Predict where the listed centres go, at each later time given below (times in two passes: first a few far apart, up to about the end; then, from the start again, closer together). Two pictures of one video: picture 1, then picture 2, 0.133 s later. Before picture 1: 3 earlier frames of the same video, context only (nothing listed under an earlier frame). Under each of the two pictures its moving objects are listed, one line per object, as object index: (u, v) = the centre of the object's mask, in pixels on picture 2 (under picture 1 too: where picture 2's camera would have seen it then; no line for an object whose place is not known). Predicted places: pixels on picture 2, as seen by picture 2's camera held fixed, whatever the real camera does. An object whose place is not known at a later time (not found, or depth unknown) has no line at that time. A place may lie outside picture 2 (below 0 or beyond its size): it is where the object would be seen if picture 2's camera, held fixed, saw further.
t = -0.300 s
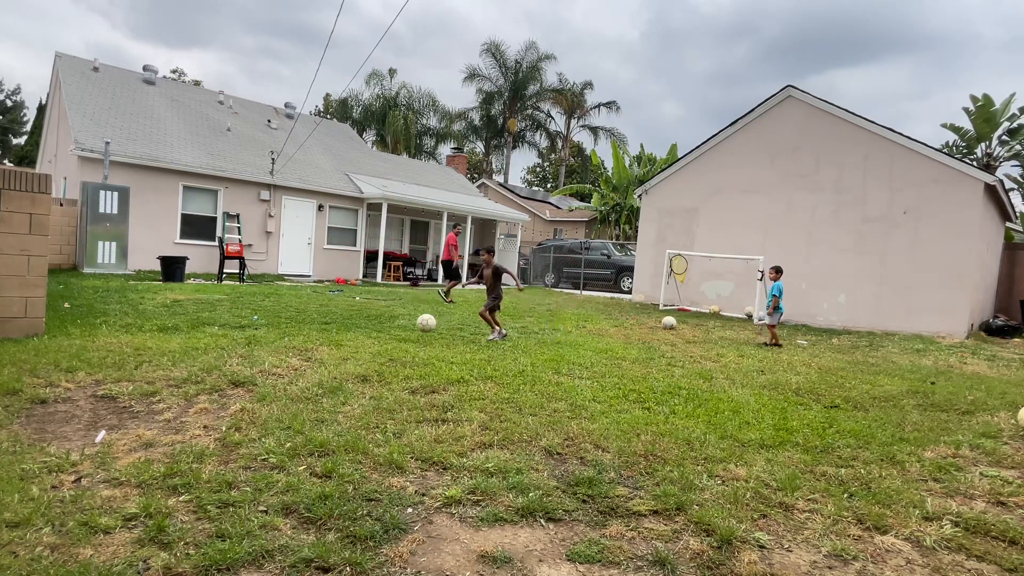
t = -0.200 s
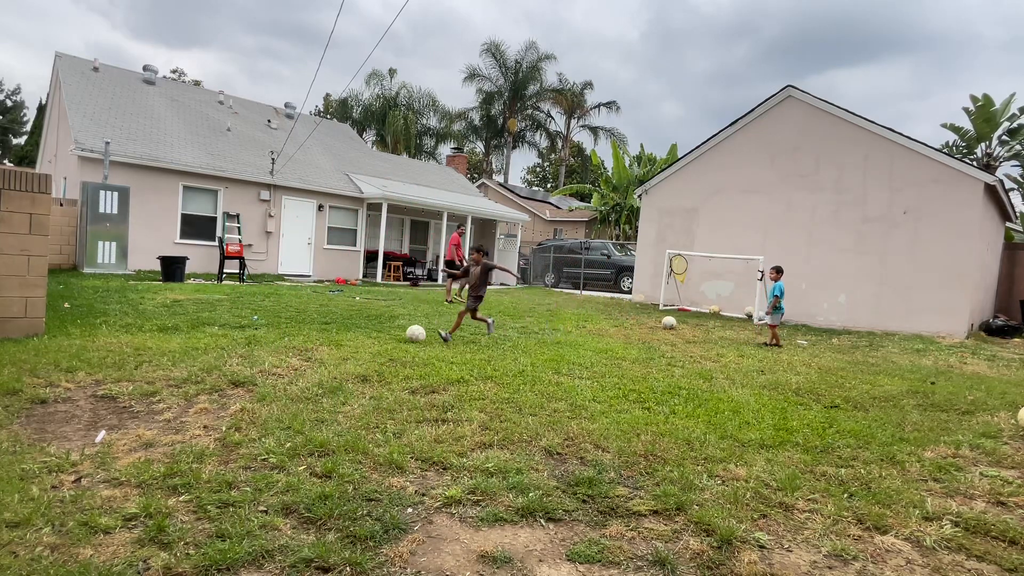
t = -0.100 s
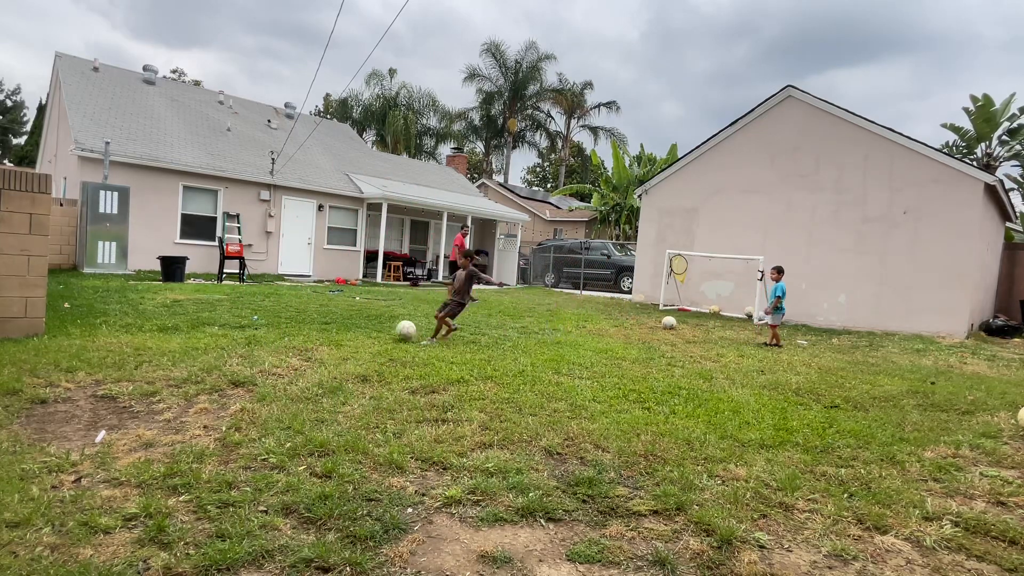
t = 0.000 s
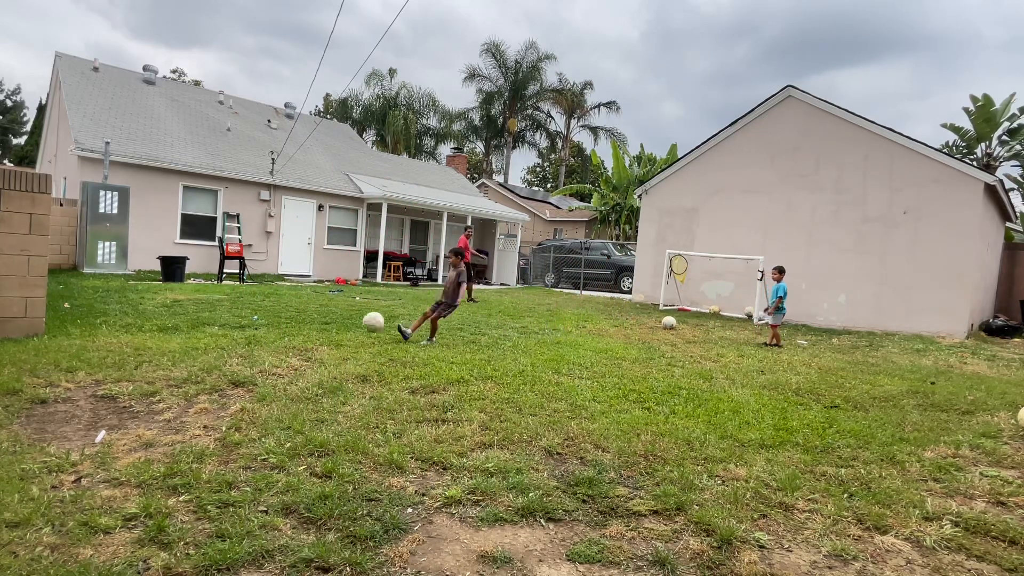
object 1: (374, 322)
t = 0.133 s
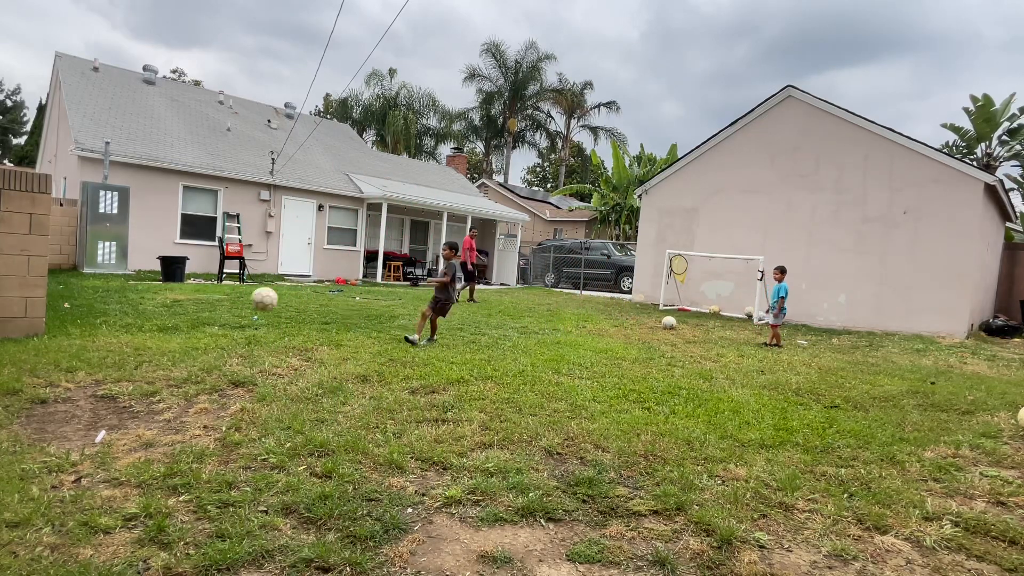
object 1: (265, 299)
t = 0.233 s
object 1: (129, 293)
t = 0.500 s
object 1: (90, 328)
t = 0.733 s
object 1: (296, 361)
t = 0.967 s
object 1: (400, 350)
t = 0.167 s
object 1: (212, 294)
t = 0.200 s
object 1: (173, 294)
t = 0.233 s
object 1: (129, 293)
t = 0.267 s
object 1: (82, 294)
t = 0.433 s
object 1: (12, 316)
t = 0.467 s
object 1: (49, 321)
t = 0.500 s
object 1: (90, 328)
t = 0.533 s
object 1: (129, 335)
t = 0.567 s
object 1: (165, 344)
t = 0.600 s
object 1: (199, 353)
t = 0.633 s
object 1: (230, 365)
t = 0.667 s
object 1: (256, 367)
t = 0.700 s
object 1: (277, 364)
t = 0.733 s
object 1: (296, 361)
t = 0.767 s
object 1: (313, 359)
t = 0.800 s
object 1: (329, 357)
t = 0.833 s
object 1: (346, 355)
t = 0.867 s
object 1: (362, 354)
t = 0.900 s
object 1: (375, 353)
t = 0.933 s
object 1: (388, 351)
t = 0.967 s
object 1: (400, 350)
